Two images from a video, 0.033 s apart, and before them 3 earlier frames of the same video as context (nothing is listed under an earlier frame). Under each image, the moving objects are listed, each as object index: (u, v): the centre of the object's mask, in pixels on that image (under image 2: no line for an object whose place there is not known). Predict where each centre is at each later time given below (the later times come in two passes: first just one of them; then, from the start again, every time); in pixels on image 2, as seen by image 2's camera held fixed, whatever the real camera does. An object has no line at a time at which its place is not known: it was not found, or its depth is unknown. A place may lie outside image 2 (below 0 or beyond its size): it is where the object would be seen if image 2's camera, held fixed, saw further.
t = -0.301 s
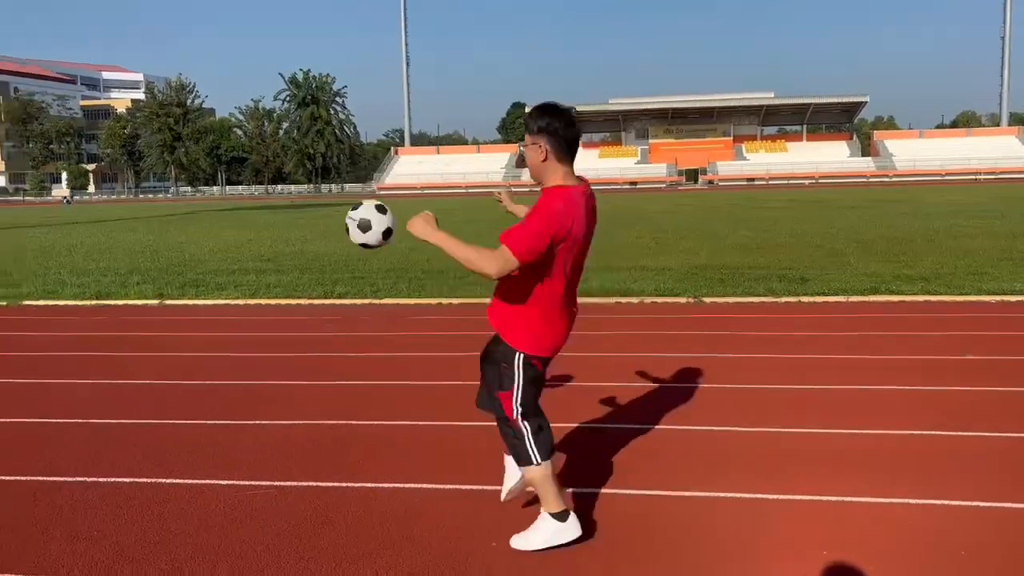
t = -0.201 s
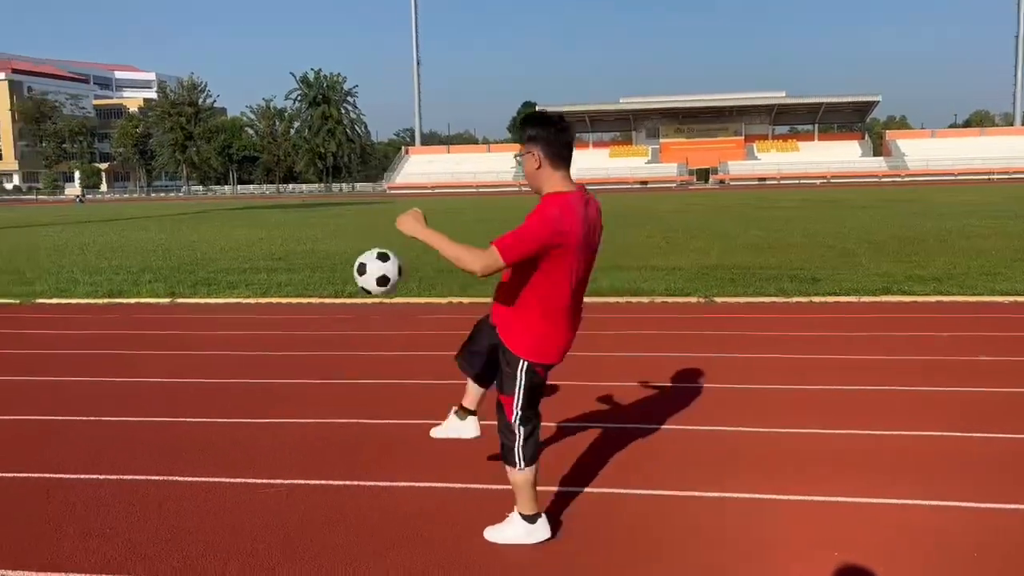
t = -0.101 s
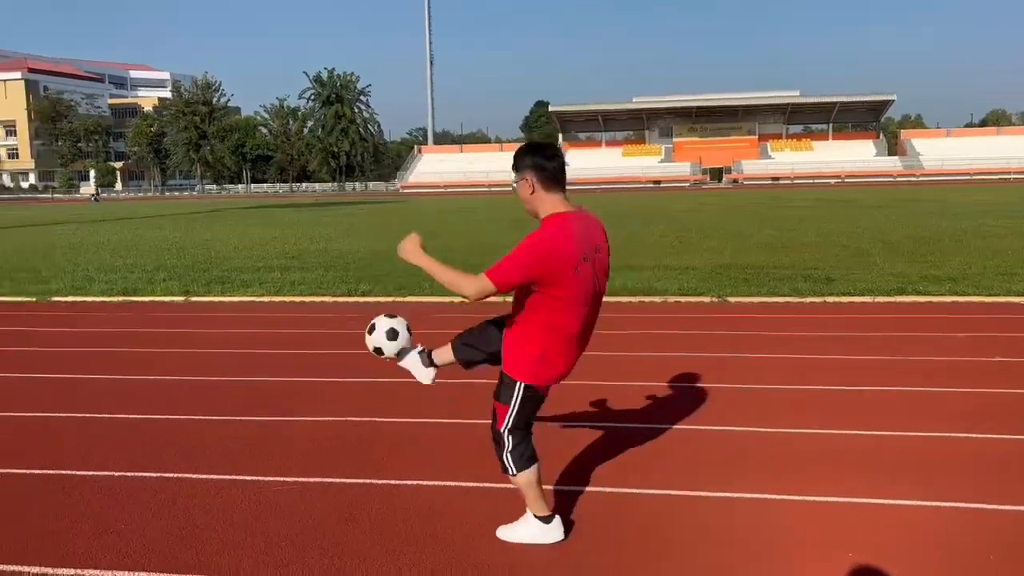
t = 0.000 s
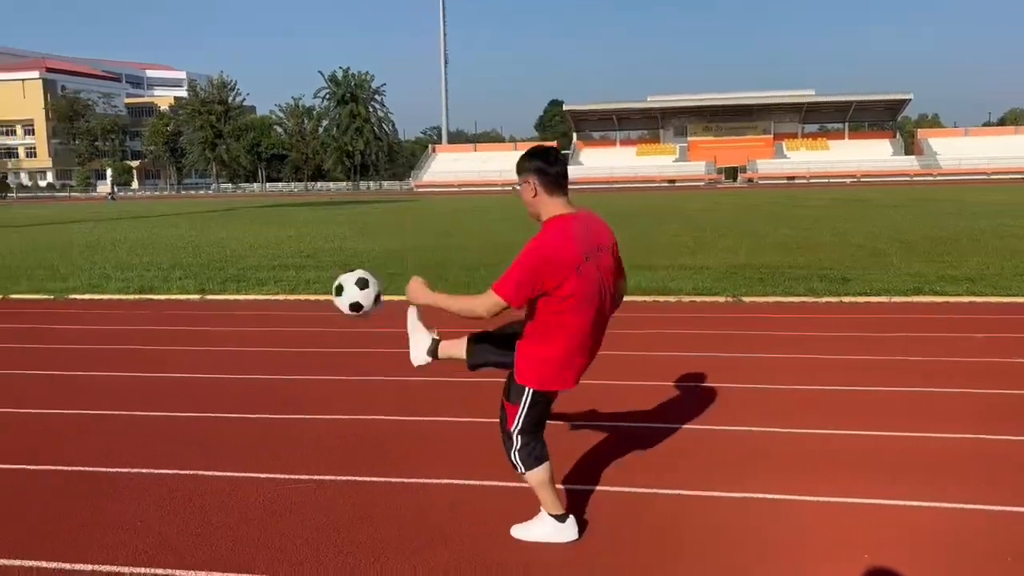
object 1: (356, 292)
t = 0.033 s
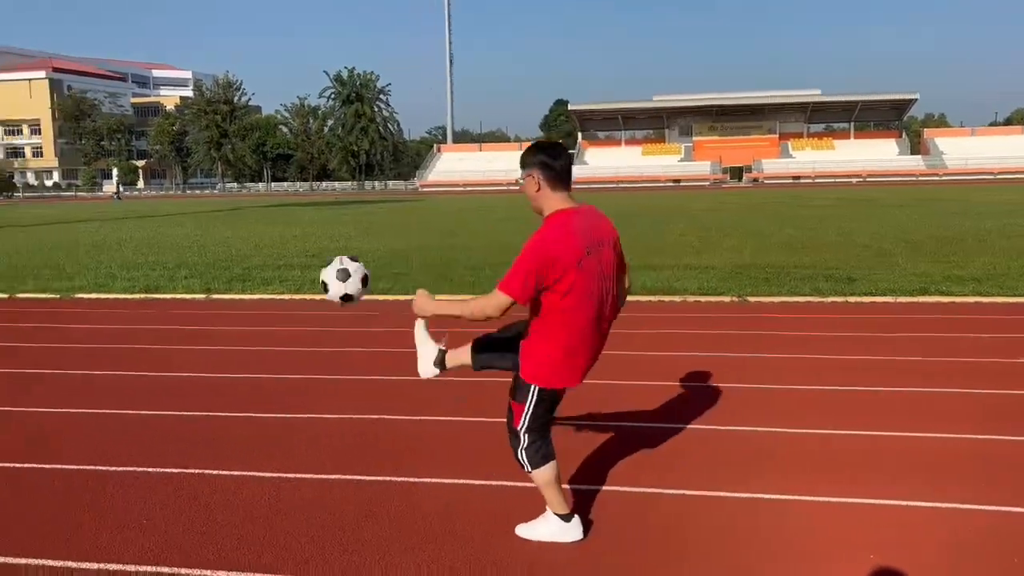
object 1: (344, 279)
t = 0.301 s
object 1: (196, 259)
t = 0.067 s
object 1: (327, 269)
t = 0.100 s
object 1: (309, 260)
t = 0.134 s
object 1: (291, 254)
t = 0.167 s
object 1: (273, 249)
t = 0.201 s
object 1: (254, 248)
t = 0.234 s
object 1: (236, 248)
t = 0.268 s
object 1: (216, 252)
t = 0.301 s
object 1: (196, 259)
